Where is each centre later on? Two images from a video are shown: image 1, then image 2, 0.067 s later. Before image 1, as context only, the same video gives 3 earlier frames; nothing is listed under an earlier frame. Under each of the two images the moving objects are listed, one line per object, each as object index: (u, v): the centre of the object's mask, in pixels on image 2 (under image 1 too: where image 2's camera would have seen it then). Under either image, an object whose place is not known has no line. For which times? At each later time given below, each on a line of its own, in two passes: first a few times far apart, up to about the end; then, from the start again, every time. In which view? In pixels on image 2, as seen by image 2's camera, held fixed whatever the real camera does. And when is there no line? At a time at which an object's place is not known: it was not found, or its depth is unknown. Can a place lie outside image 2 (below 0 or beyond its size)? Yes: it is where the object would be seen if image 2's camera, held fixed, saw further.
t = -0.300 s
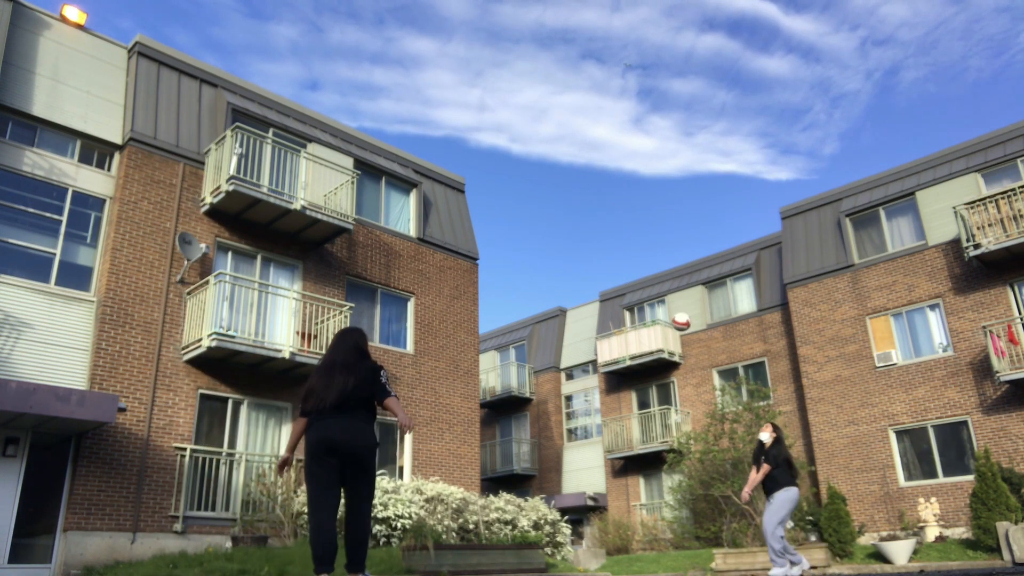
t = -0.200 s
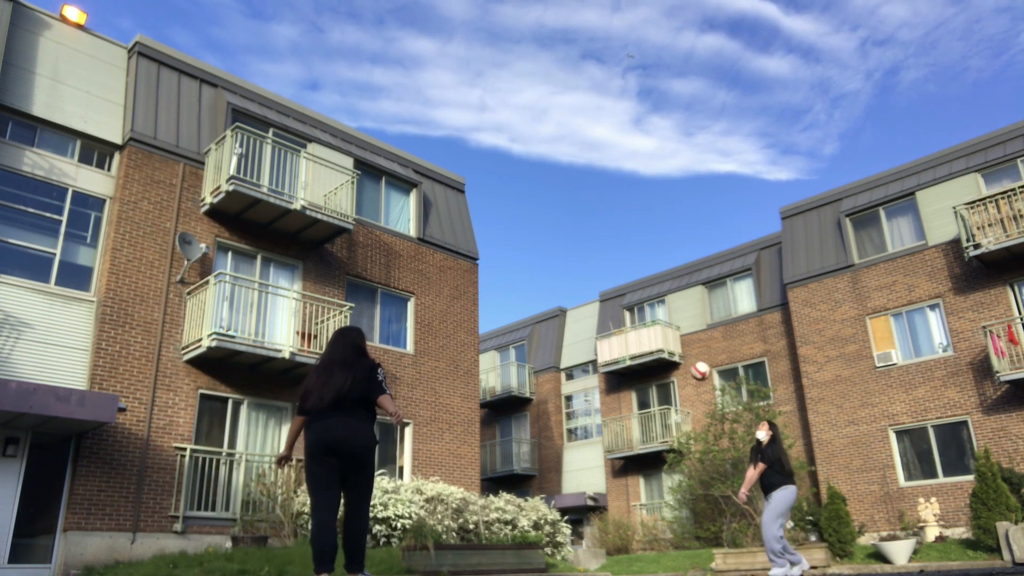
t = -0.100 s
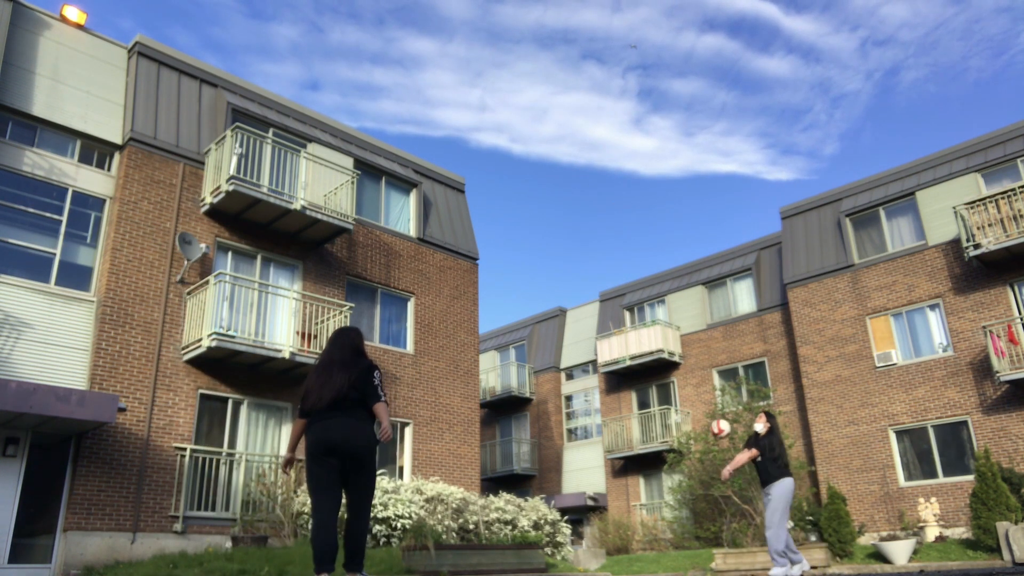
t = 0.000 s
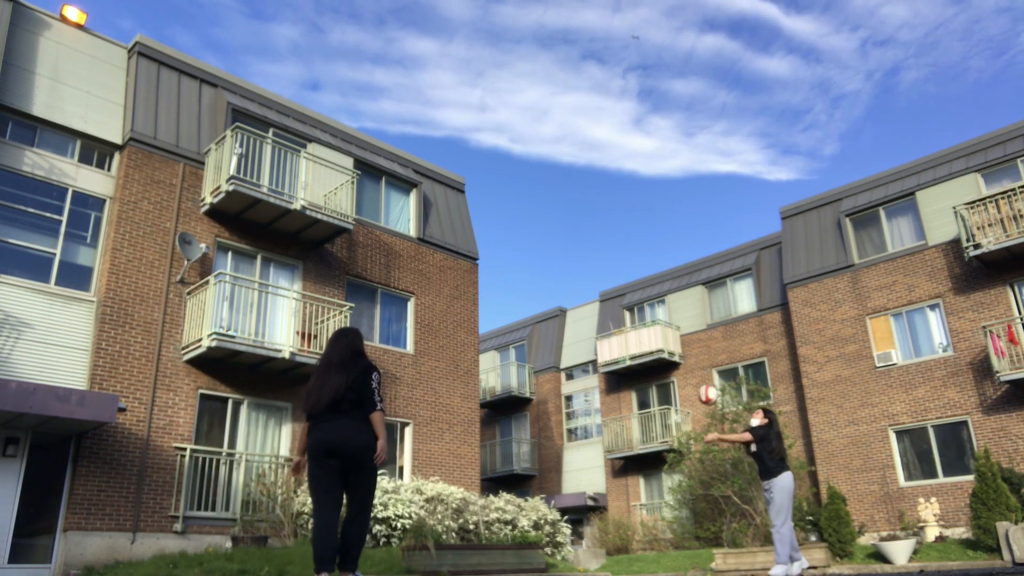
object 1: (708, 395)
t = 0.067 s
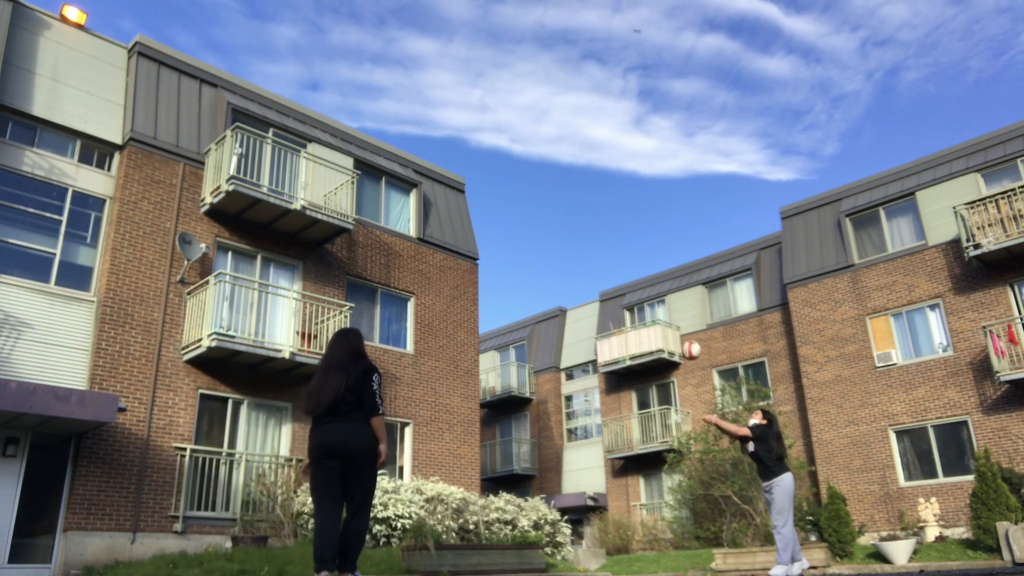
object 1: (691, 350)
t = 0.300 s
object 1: (637, 230)
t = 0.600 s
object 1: (575, 143)
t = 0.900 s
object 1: (515, 127)
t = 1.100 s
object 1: (473, 162)
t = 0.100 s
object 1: (683, 330)
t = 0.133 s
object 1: (674, 311)
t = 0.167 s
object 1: (667, 292)
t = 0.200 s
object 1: (659, 275)
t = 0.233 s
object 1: (652, 259)
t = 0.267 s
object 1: (644, 244)
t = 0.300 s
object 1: (637, 230)
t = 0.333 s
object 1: (630, 217)
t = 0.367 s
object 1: (623, 204)
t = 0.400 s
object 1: (616, 193)
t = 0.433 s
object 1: (609, 183)
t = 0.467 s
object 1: (602, 173)
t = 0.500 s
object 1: (595, 164)
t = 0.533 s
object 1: (588, 157)
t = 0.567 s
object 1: (582, 150)
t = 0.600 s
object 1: (575, 143)
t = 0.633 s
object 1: (568, 138)
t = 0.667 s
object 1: (562, 134)
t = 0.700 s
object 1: (555, 130)
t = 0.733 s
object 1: (549, 127)
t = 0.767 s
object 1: (542, 125)
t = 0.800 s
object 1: (535, 125)
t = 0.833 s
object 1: (529, 124)
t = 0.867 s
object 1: (522, 125)
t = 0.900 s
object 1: (515, 127)
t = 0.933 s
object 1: (508, 130)
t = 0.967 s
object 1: (501, 134)
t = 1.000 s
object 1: (494, 139)
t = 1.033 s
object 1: (487, 146)
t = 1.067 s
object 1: (480, 153)
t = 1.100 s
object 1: (473, 162)
